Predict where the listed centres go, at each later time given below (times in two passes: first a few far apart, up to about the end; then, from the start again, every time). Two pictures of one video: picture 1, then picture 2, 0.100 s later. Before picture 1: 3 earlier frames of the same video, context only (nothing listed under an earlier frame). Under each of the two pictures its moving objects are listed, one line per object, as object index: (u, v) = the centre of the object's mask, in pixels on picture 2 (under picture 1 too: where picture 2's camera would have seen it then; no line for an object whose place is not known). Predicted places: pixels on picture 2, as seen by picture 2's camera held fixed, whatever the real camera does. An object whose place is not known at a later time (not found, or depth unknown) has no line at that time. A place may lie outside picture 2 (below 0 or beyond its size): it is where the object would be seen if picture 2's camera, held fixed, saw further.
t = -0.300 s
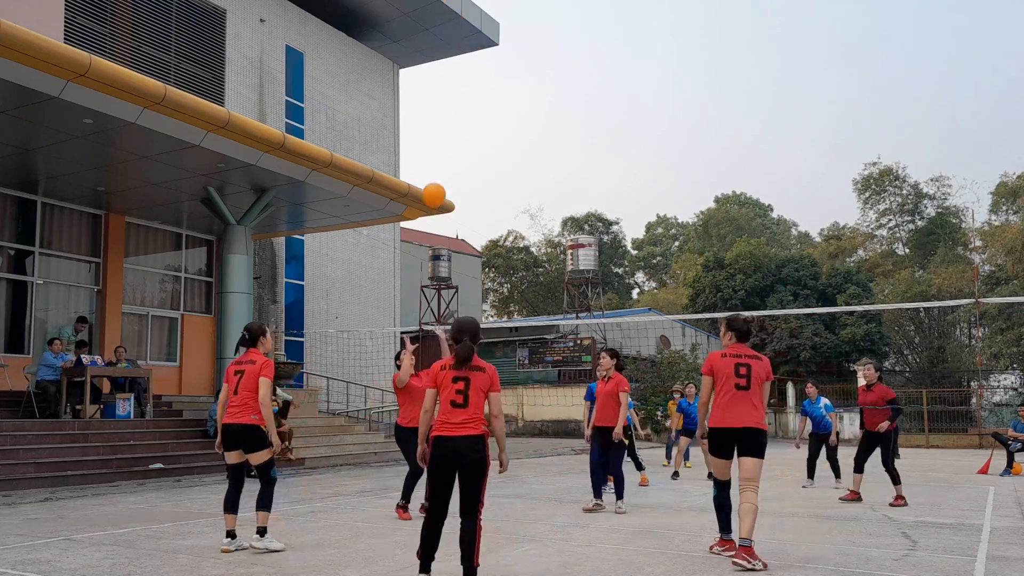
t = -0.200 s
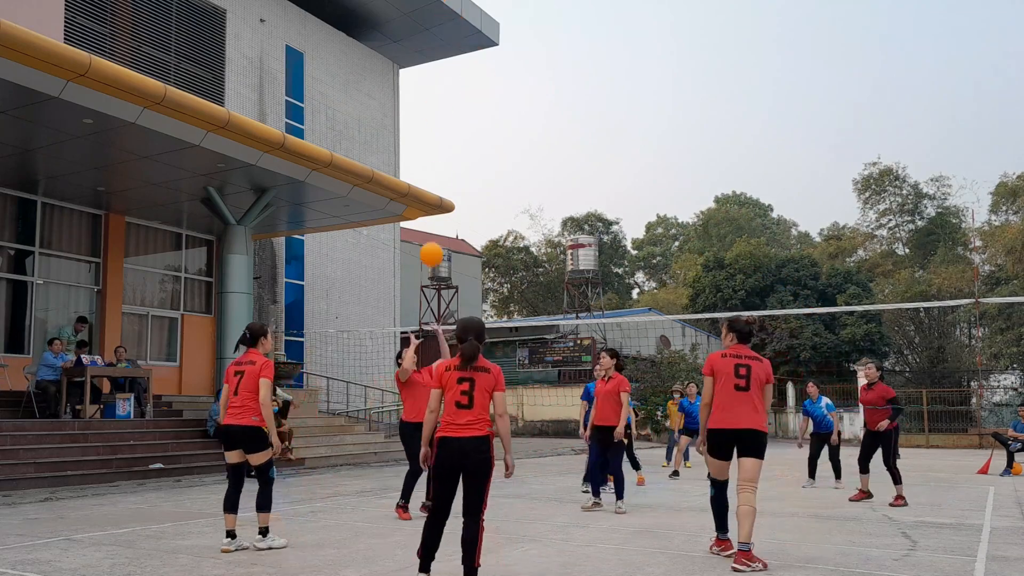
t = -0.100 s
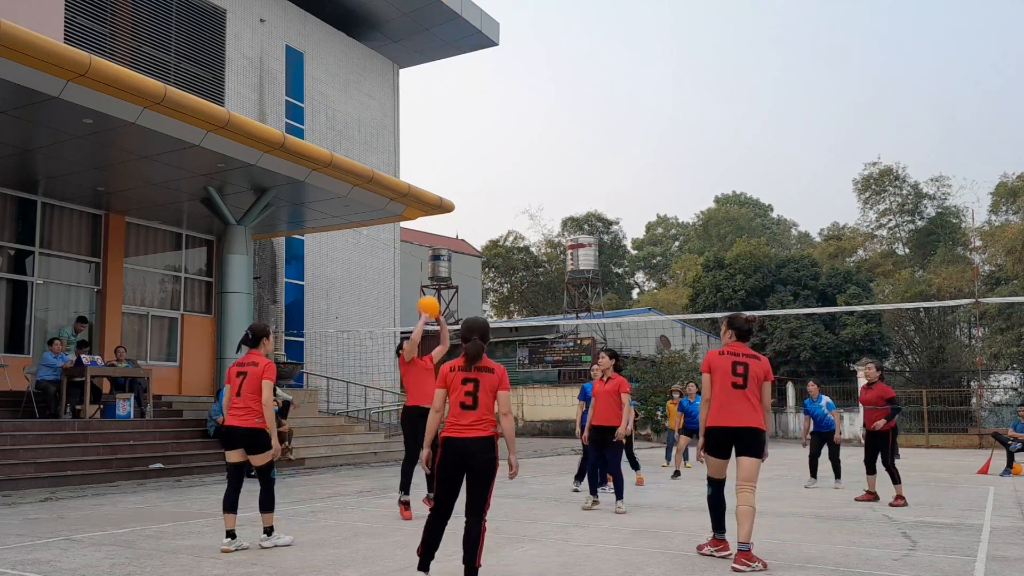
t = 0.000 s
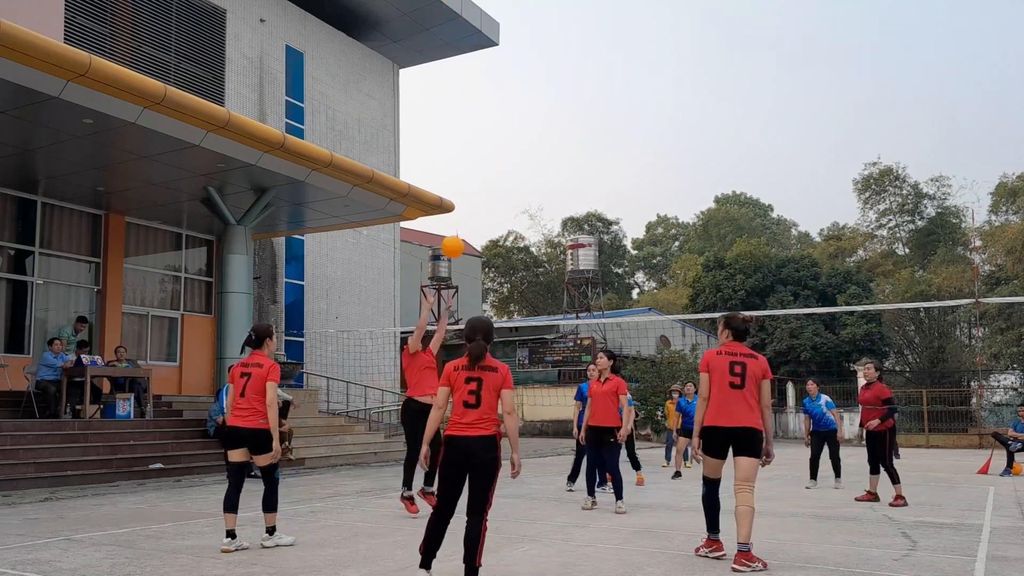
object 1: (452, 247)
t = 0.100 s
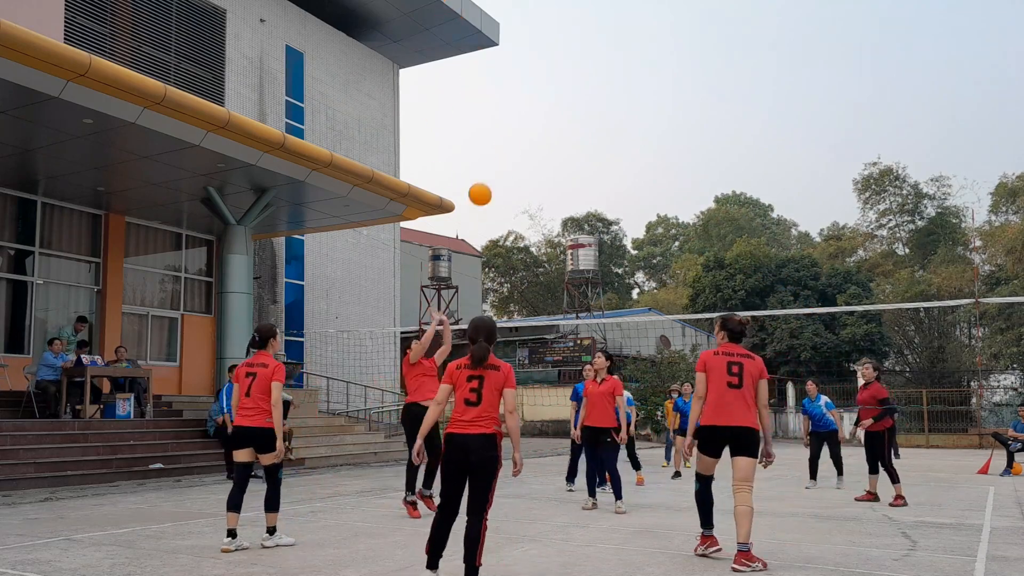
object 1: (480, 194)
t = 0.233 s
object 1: (516, 141)
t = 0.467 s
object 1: (576, 91)
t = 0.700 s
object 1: (637, 95)
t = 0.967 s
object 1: (711, 169)
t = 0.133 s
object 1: (489, 179)
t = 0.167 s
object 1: (498, 165)
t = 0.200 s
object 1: (507, 152)
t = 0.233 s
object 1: (516, 141)
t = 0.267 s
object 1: (525, 130)
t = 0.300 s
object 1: (533, 121)
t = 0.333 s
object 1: (542, 113)
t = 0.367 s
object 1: (550, 106)
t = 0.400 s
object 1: (559, 99)
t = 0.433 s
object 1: (567, 95)
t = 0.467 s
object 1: (576, 91)
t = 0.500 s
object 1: (584, 88)
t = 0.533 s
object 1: (593, 86)
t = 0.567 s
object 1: (602, 86)
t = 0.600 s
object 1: (611, 86)
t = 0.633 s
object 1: (619, 88)
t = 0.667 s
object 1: (628, 91)
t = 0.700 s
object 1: (637, 95)
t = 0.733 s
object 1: (646, 100)
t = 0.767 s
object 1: (656, 106)
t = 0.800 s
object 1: (665, 114)
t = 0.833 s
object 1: (674, 122)
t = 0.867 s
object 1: (683, 132)
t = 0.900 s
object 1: (693, 143)
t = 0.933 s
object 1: (702, 155)
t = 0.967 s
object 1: (711, 169)
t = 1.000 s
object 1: (721, 184)
